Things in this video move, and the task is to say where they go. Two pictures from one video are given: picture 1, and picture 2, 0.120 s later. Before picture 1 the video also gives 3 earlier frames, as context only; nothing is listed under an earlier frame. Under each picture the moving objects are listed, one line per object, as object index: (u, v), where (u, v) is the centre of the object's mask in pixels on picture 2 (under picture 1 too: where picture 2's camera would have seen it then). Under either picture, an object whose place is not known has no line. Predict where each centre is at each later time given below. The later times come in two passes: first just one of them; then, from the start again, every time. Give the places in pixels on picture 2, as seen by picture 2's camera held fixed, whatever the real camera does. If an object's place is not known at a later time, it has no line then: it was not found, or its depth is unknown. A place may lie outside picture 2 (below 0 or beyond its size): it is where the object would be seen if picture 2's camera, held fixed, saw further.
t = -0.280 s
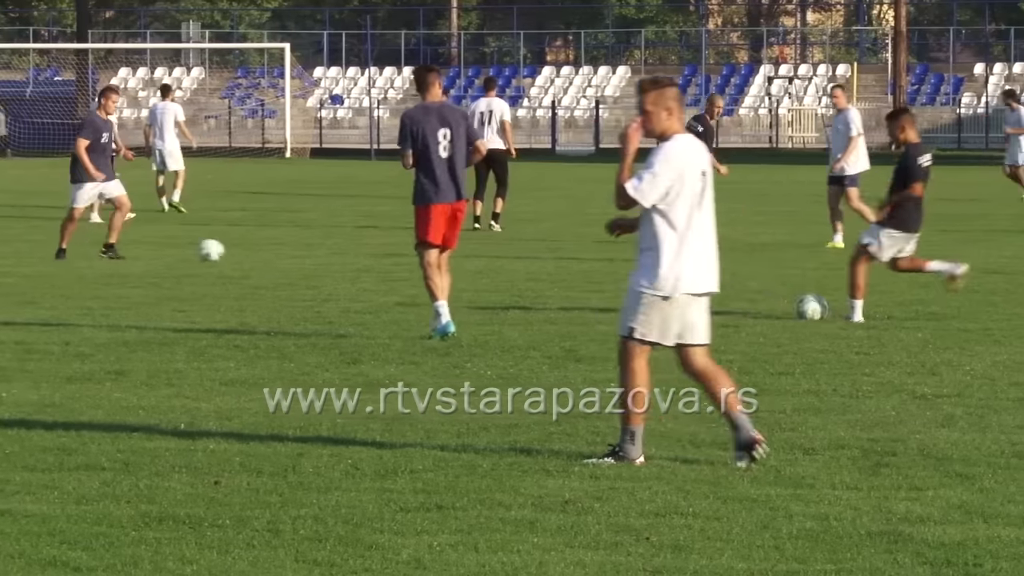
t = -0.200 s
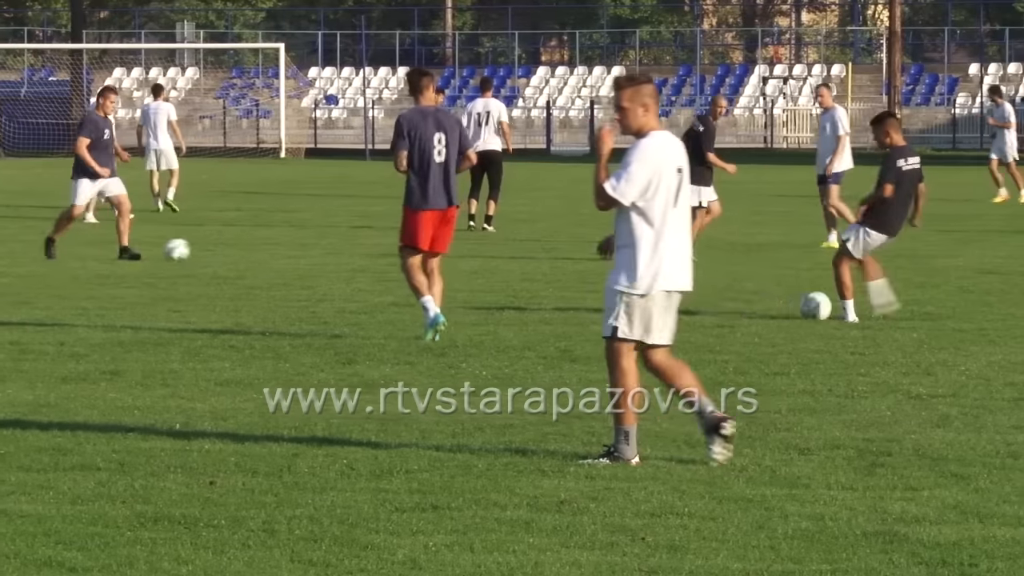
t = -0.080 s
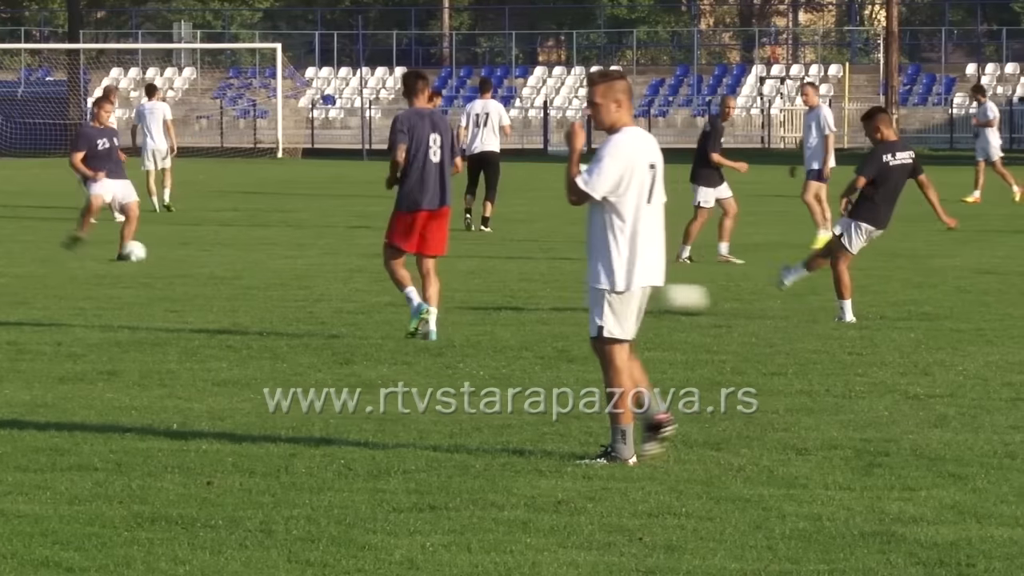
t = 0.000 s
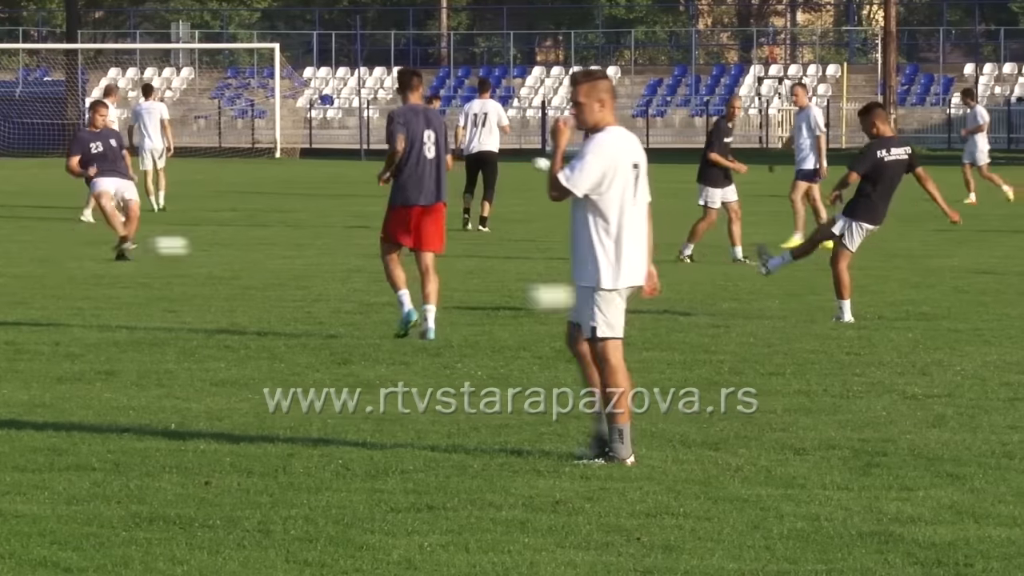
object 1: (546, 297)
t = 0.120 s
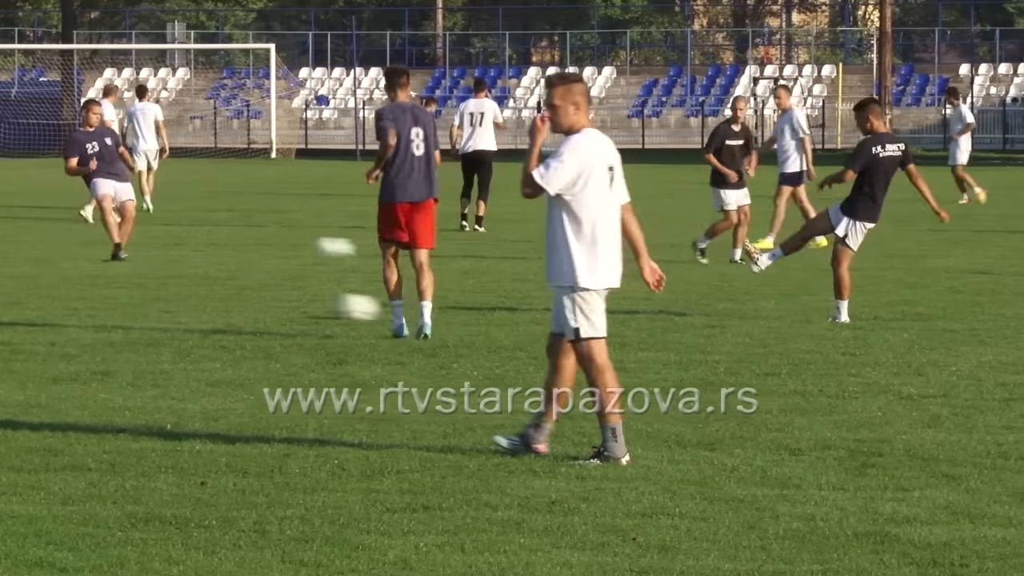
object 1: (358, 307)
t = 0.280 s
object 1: (175, 294)
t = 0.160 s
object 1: (313, 302)
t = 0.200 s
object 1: (267, 297)
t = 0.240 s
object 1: (221, 294)
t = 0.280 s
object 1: (175, 294)
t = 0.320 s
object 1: (130, 296)
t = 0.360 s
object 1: (86, 301)
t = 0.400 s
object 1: (42, 306)
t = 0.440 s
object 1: (16, 306)
